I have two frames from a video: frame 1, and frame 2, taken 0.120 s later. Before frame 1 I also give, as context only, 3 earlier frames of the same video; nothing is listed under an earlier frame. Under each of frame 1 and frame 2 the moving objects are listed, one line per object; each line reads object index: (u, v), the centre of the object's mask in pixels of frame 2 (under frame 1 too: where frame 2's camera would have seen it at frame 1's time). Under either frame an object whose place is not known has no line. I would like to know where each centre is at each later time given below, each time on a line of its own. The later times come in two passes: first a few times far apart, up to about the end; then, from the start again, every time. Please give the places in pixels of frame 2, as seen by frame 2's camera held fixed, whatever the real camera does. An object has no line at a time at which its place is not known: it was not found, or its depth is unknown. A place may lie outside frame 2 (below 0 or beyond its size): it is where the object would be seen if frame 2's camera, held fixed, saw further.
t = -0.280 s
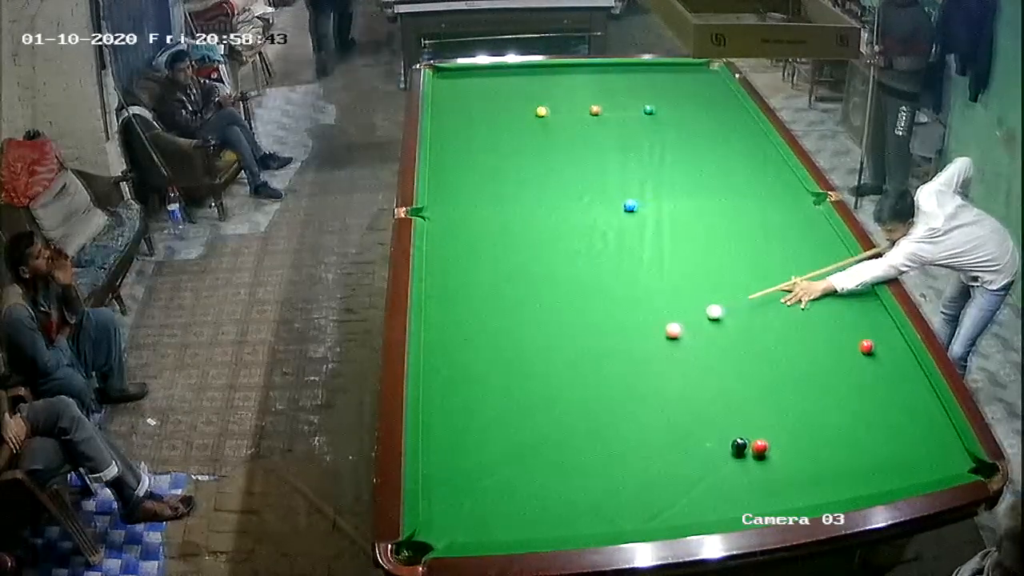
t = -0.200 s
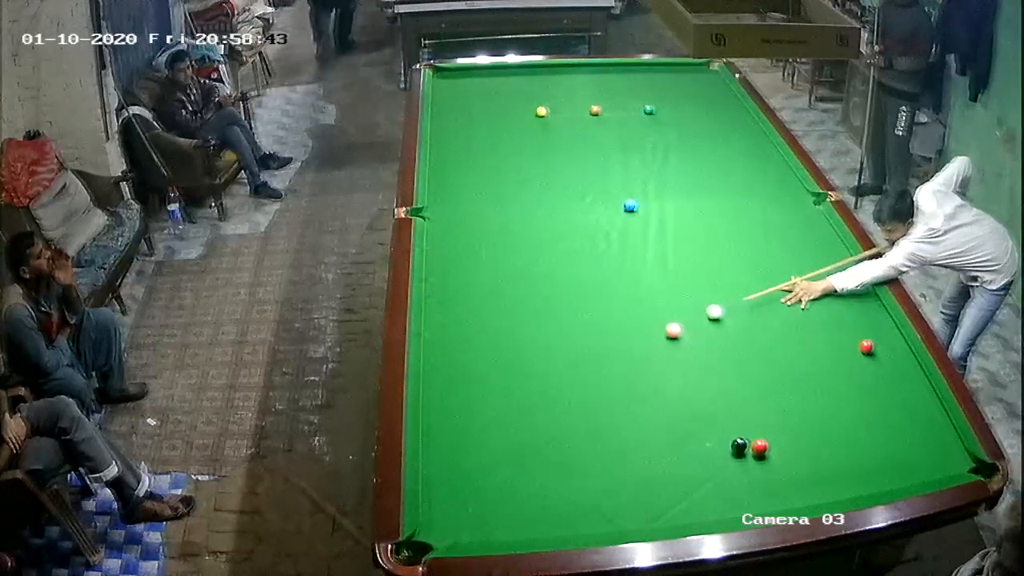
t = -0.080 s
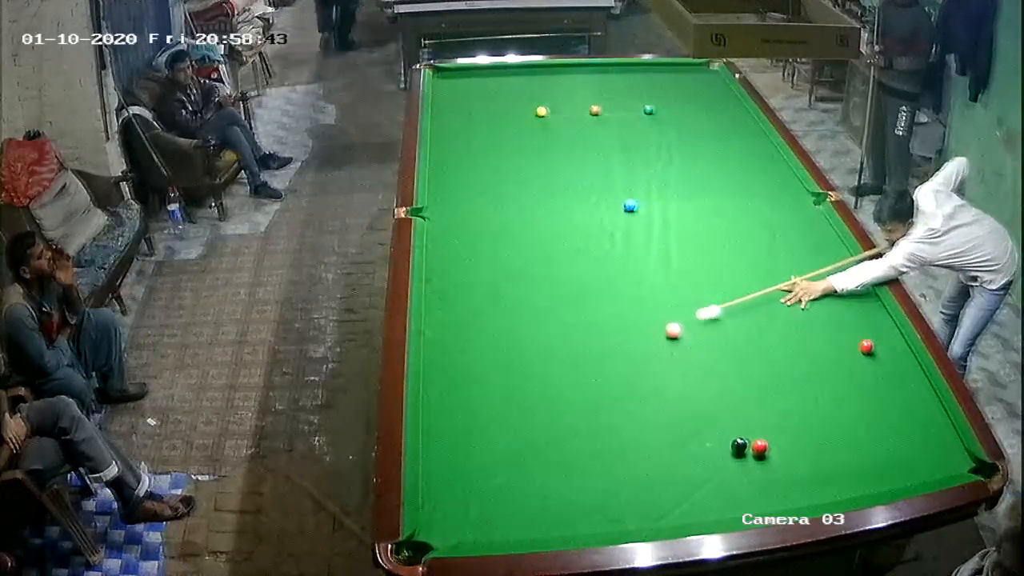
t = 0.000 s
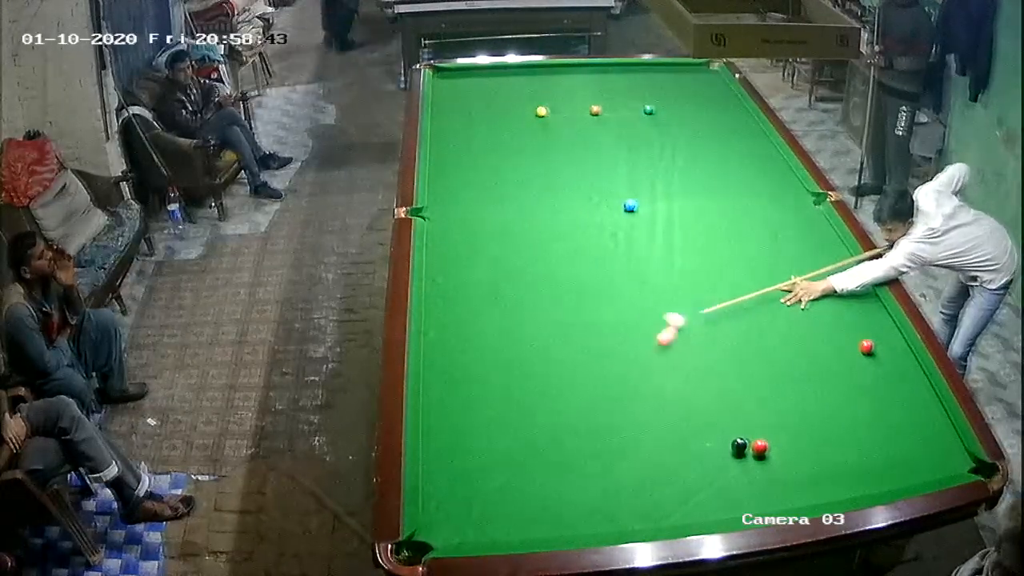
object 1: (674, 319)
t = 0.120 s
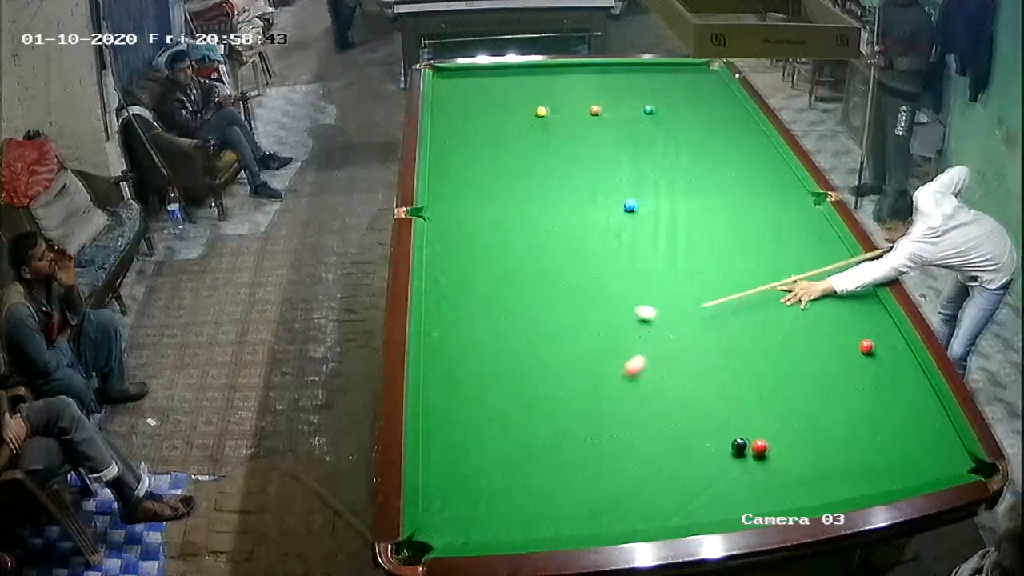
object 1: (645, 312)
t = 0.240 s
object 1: (616, 306)
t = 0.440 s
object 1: (570, 296)
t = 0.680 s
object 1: (517, 285)
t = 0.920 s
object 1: (468, 275)
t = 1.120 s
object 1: (432, 267)
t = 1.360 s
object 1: (462, 253)
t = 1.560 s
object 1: (486, 244)
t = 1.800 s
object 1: (512, 233)
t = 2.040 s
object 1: (535, 224)
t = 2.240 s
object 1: (553, 216)
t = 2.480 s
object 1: (574, 208)
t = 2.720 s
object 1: (592, 201)
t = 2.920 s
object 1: (606, 195)
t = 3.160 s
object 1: (622, 190)
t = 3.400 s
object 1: (637, 184)
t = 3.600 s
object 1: (648, 181)
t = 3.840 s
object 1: (660, 177)
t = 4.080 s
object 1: (671, 173)
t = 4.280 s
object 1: (680, 170)
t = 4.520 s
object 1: (689, 167)
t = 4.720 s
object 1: (696, 165)
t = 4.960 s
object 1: (704, 164)
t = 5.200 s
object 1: (710, 162)
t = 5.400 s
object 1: (715, 161)
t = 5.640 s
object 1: (720, 160)
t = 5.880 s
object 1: (724, 160)
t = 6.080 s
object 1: (726, 159)
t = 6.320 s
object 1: (728, 159)
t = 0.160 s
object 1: (636, 311)
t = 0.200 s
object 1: (626, 309)
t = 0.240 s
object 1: (616, 306)
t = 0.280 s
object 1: (607, 305)
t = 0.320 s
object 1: (598, 303)
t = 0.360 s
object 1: (588, 300)
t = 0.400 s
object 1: (579, 299)
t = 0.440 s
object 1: (570, 296)
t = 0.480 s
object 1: (561, 295)
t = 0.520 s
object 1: (552, 293)
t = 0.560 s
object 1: (543, 291)
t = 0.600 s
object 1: (534, 289)
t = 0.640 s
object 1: (526, 287)
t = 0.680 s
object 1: (517, 285)
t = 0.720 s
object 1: (509, 284)
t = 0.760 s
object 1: (501, 282)
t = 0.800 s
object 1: (492, 280)
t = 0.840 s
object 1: (484, 278)
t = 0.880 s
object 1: (476, 276)
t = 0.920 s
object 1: (468, 275)
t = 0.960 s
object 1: (460, 273)
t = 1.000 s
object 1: (453, 271)
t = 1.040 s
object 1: (445, 270)
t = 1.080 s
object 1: (438, 268)
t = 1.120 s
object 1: (432, 267)
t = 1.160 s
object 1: (437, 264)
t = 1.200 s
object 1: (443, 262)
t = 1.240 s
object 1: (448, 260)
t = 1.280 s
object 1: (452, 258)
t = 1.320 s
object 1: (457, 256)
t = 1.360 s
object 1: (462, 253)
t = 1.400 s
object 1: (467, 251)
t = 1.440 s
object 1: (471, 250)
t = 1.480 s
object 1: (476, 248)
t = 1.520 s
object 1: (481, 246)
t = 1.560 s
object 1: (486, 244)
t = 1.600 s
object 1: (490, 242)
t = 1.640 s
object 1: (495, 240)
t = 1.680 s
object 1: (499, 238)
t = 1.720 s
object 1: (503, 237)
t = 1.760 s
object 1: (507, 235)
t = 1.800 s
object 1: (512, 233)
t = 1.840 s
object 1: (516, 232)
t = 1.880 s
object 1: (520, 230)
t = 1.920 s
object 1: (524, 228)
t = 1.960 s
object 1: (527, 227)
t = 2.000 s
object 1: (531, 225)
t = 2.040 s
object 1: (535, 224)
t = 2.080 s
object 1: (539, 222)
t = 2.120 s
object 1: (542, 221)
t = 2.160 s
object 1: (546, 219)
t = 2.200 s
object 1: (550, 218)
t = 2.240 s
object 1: (553, 216)
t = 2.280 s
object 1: (557, 215)
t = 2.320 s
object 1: (560, 213)
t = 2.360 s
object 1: (564, 212)
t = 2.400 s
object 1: (567, 211)
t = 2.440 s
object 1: (570, 209)
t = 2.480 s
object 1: (574, 208)
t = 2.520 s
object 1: (577, 207)
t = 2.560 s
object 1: (580, 206)
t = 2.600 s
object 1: (583, 204)
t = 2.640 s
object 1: (586, 203)
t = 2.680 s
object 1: (589, 202)
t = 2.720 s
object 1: (592, 201)
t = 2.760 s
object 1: (595, 200)
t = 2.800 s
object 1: (598, 199)
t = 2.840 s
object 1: (601, 198)
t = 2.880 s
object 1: (604, 197)
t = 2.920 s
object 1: (606, 195)
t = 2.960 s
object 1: (609, 194)
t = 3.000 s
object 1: (612, 193)
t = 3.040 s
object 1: (614, 192)
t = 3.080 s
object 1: (617, 192)
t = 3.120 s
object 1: (619, 191)
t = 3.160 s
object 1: (622, 190)
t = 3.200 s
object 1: (625, 189)
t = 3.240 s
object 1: (627, 188)
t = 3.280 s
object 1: (629, 187)
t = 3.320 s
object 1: (632, 186)
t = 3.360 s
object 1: (634, 185)
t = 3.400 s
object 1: (637, 184)
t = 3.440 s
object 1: (639, 184)
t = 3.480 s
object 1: (641, 183)
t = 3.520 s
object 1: (643, 182)
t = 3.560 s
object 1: (646, 181)
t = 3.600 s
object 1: (648, 181)
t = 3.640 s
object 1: (650, 180)
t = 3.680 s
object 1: (652, 179)
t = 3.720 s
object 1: (654, 179)
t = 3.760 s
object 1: (656, 178)
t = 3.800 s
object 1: (658, 177)
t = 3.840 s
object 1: (660, 177)
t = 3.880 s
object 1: (662, 176)
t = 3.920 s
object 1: (664, 175)
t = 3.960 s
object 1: (666, 175)
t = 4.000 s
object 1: (668, 174)
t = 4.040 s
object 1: (670, 173)
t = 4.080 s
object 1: (671, 173)
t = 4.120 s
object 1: (673, 172)
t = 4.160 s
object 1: (675, 172)
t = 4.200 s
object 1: (677, 171)
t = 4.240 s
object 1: (678, 171)
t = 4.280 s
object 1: (680, 170)
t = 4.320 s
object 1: (681, 170)
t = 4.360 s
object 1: (683, 169)
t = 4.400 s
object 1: (685, 169)
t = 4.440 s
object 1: (686, 168)
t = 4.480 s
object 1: (688, 168)
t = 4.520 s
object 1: (689, 167)
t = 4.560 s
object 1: (691, 167)
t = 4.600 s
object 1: (692, 166)
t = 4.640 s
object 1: (694, 166)
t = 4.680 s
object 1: (695, 166)
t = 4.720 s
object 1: (696, 165)
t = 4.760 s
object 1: (698, 165)
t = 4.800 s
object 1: (699, 165)
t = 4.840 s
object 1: (700, 164)
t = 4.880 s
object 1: (701, 164)
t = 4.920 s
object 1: (703, 164)
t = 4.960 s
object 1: (704, 164)
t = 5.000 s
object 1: (705, 163)
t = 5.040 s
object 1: (706, 163)
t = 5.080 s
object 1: (707, 163)
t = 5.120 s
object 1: (709, 163)
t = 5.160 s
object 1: (709, 162)
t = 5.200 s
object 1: (710, 162)
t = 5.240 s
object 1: (711, 162)
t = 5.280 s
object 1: (713, 162)
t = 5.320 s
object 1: (714, 162)
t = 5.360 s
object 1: (714, 161)
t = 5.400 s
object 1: (715, 161)
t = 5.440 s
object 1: (716, 161)
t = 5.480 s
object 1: (717, 161)
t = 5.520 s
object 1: (718, 161)
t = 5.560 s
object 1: (719, 161)
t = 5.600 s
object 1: (720, 161)
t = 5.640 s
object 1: (720, 160)
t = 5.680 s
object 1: (721, 160)
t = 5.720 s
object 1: (722, 160)
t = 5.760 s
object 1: (722, 160)
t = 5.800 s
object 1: (723, 160)
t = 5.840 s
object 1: (724, 160)
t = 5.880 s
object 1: (724, 160)
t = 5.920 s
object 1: (725, 159)
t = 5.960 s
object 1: (725, 159)
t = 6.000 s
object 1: (725, 159)
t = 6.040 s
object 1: (726, 159)
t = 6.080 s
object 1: (726, 159)
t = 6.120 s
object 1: (726, 159)
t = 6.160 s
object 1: (727, 159)
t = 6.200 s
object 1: (727, 159)
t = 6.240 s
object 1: (728, 159)
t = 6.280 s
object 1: (728, 159)
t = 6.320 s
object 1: (728, 159)
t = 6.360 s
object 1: (728, 159)
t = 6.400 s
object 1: (729, 159)
